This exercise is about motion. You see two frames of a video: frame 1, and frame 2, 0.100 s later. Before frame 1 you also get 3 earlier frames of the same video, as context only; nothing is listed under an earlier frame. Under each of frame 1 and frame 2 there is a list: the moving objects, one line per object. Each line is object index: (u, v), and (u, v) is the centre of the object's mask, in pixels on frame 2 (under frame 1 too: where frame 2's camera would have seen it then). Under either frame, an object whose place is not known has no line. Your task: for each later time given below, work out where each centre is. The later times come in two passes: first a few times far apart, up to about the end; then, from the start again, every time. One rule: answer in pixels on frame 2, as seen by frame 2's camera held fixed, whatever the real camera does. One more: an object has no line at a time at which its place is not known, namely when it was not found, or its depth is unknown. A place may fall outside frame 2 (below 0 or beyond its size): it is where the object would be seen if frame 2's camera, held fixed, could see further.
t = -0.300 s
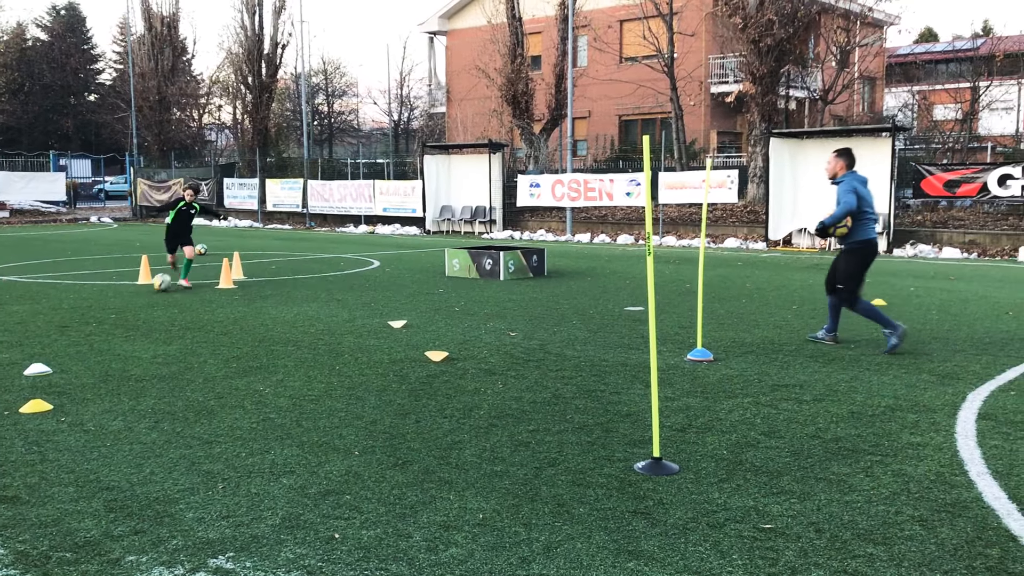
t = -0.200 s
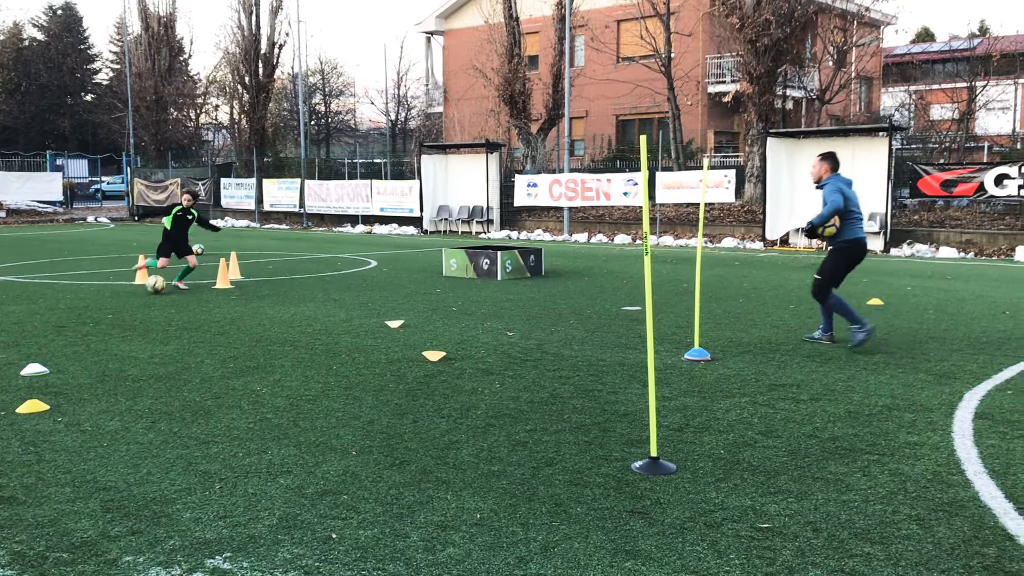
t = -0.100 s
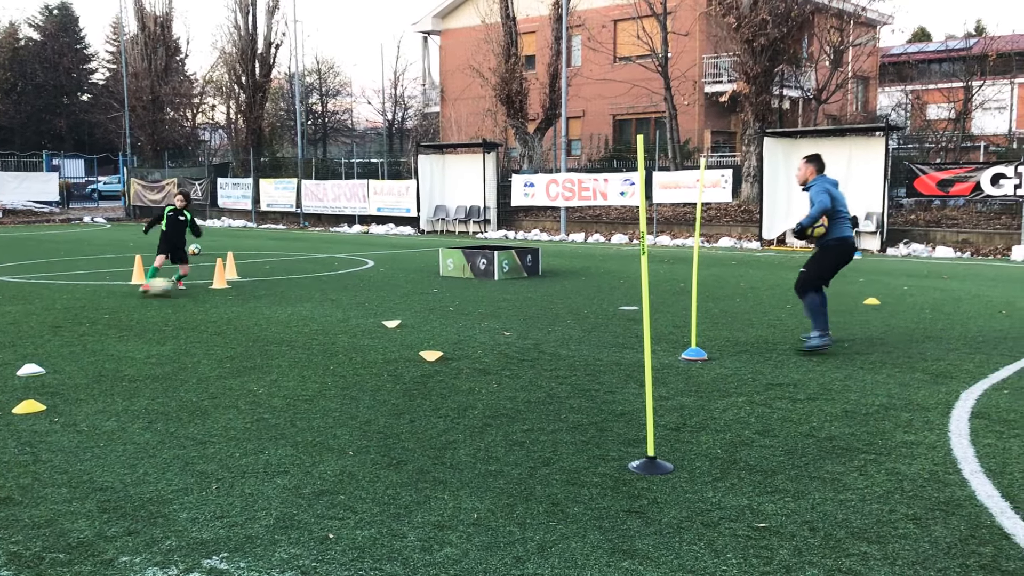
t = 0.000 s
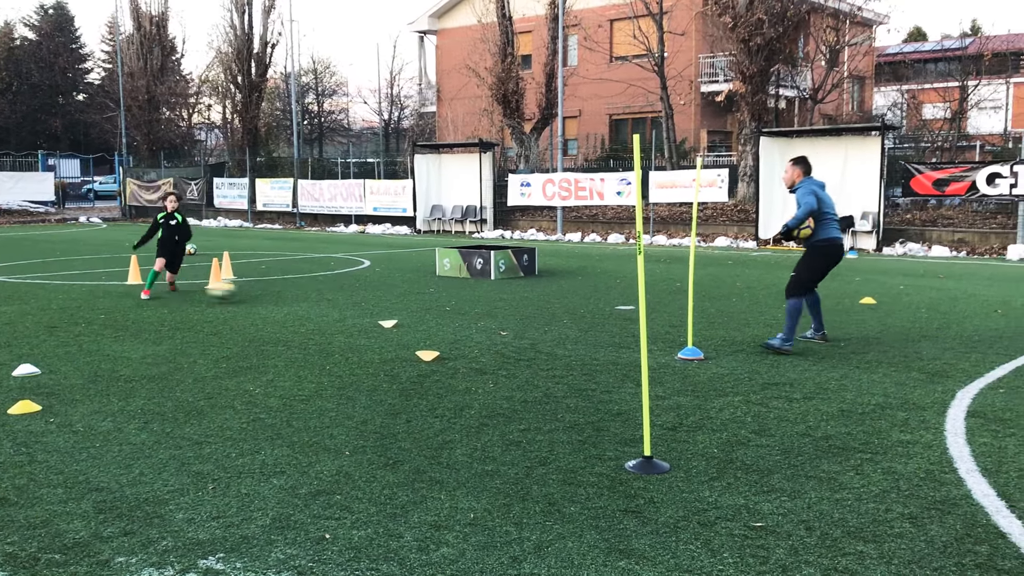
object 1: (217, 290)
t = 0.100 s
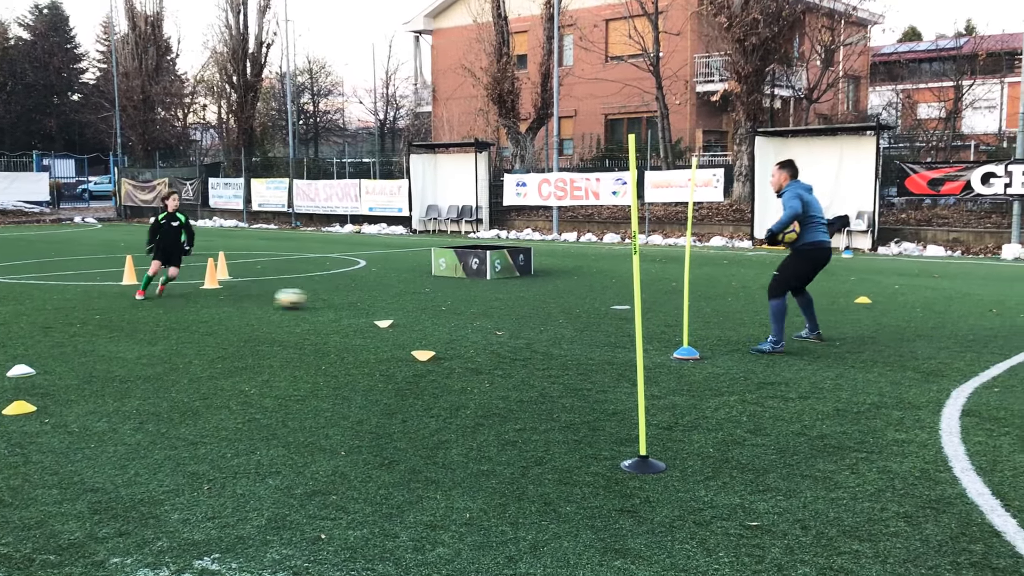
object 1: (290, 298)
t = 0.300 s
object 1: (446, 309)
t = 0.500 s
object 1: (612, 320)
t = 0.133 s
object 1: (313, 298)
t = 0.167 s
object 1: (339, 299)
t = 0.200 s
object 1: (364, 301)
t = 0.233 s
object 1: (391, 304)
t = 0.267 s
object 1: (418, 308)
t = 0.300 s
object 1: (446, 309)
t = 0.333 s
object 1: (472, 310)
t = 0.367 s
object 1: (500, 311)
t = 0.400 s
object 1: (528, 315)
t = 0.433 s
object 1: (556, 317)
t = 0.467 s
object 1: (584, 318)
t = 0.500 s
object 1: (612, 320)
